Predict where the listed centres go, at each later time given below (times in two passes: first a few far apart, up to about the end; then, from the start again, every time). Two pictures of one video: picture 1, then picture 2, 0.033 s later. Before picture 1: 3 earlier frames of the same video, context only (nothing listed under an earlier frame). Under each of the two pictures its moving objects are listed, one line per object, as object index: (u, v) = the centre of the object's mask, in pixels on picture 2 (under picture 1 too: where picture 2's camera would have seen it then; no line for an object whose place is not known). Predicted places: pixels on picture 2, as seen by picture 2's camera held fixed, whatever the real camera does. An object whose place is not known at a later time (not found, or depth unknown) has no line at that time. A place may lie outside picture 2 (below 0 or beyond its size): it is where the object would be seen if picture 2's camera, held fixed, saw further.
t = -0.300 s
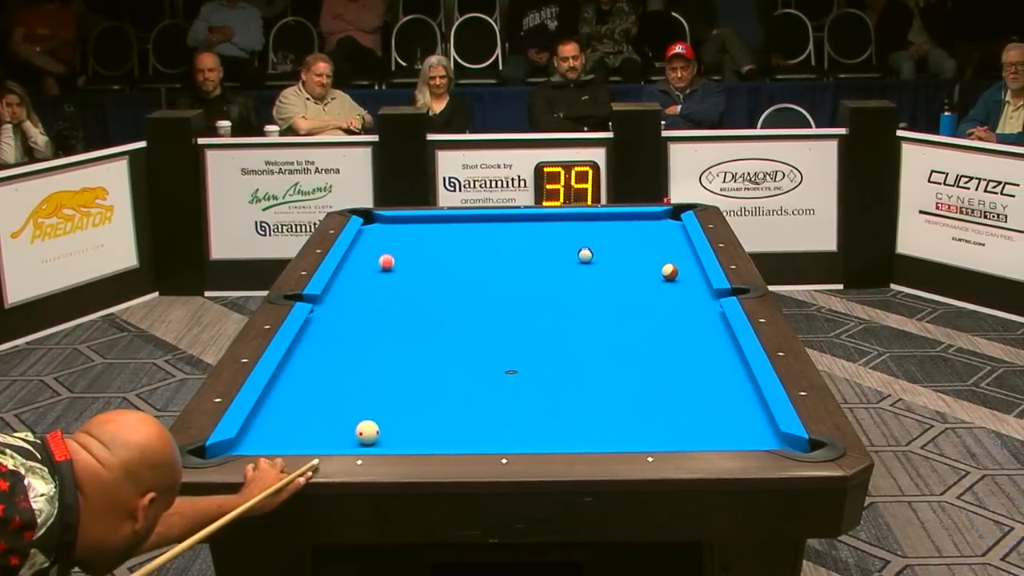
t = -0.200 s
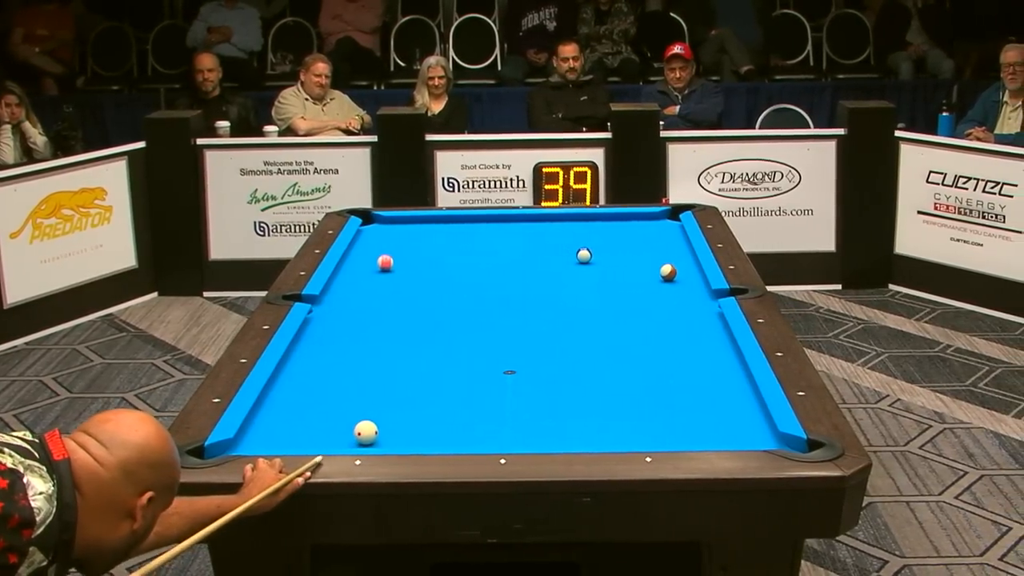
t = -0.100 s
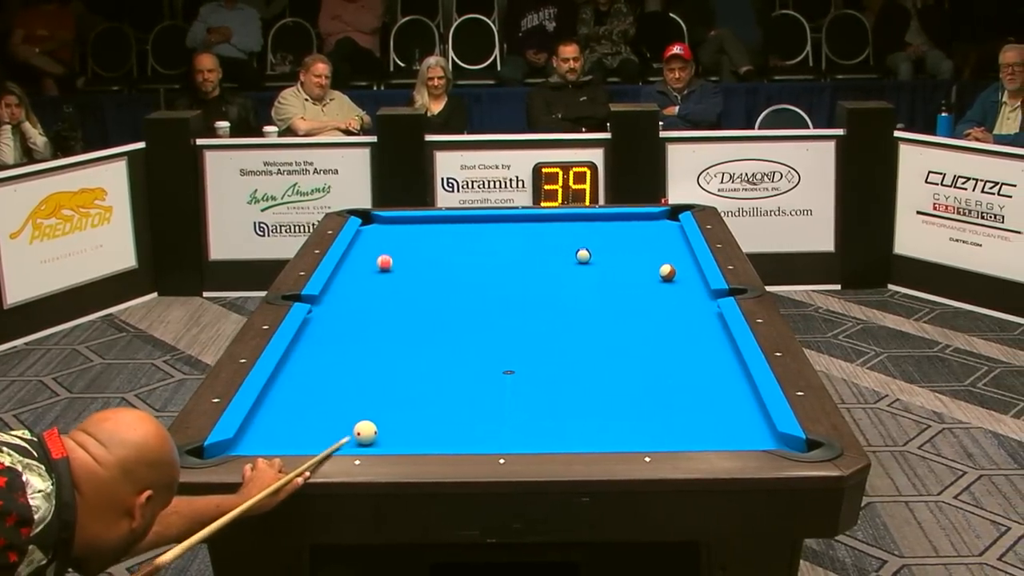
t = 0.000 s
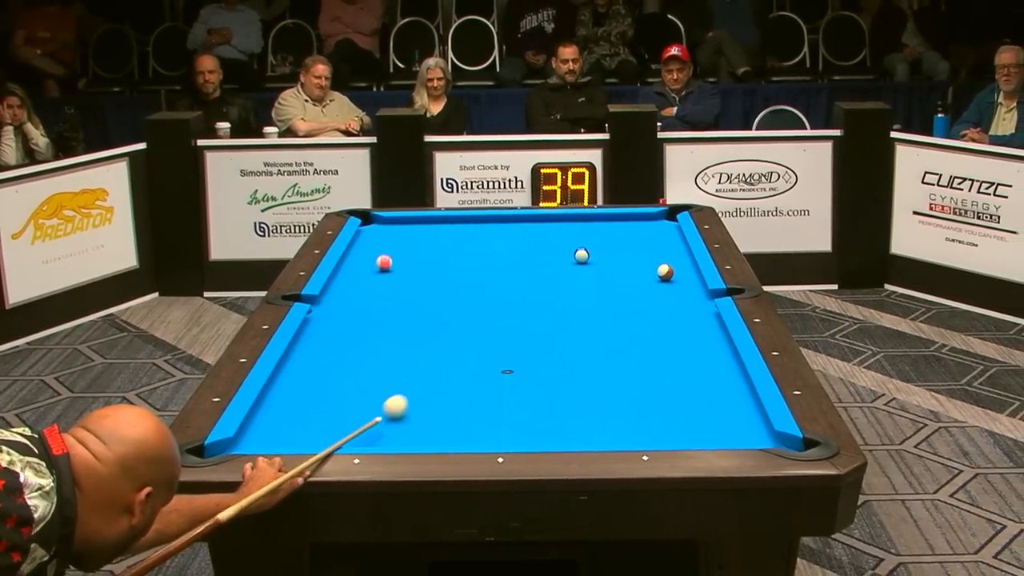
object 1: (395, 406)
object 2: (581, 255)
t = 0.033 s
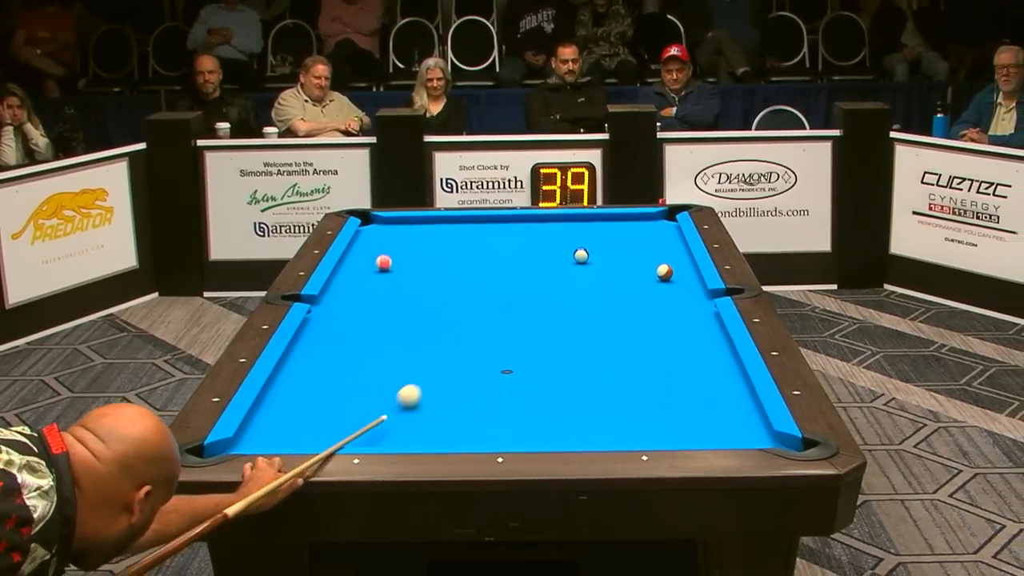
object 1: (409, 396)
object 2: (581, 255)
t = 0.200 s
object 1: (470, 349)
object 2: (581, 256)
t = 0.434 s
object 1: (538, 297)
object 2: (581, 256)
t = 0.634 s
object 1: (583, 261)
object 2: (579, 252)
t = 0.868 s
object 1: (663, 245)
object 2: (548, 238)
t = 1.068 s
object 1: (645, 236)
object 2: (526, 225)
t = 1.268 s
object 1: (611, 229)
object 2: (508, 219)
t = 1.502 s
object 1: (574, 221)
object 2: (496, 226)
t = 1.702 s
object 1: (547, 216)
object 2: (485, 233)
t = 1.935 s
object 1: (519, 221)
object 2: (472, 240)
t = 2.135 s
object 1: (496, 224)
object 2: (461, 247)
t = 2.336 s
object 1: (472, 228)
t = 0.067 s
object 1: (422, 386)
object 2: (581, 256)
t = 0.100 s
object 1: (435, 376)
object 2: (581, 256)
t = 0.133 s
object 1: (447, 366)
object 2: (581, 256)
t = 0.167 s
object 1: (459, 357)
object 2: (581, 256)
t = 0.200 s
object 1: (470, 349)
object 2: (581, 256)
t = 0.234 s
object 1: (481, 340)
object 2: (581, 255)
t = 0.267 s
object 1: (491, 333)
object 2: (581, 256)
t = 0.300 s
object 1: (501, 325)
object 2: (581, 256)
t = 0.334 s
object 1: (511, 317)
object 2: (581, 256)
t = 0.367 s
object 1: (520, 310)
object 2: (580, 256)
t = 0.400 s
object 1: (529, 303)
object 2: (581, 256)
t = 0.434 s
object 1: (538, 297)
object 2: (581, 256)
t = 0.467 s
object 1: (546, 291)
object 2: (580, 256)
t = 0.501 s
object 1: (554, 284)
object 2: (581, 256)
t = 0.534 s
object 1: (562, 278)
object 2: (580, 256)
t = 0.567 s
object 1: (569, 272)
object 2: (580, 256)
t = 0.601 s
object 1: (576, 267)
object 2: (581, 254)
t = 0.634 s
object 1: (583, 261)
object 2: (579, 252)
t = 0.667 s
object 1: (593, 258)
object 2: (577, 254)
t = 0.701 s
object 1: (606, 256)
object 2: (572, 251)
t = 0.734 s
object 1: (618, 254)
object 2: (567, 248)
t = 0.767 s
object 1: (630, 252)
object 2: (562, 245)
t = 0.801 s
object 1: (642, 250)
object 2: (557, 242)
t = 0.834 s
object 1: (653, 247)
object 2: (552, 240)
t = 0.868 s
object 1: (663, 245)
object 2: (548, 238)
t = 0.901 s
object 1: (674, 243)
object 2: (544, 235)
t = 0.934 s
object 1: (676, 241)
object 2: (540, 233)
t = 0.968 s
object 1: (667, 240)
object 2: (537, 231)
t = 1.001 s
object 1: (659, 238)
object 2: (534, 229)
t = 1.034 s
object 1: (652, 237)
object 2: (530, 227)
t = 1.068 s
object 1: (645, 236)
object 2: (526, 225)
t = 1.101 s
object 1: (639, 235)
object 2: (523, 224)
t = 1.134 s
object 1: (633, 234)
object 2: (521, 222)
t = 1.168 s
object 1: (627, 232)
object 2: (516, 220)
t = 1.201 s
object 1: (622, 231)
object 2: (514, 217)
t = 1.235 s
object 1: (616, 230)
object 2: (510, 217)
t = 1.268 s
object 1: (611, 229)
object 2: (508, 219)
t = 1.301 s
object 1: (605, 228)
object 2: (507, 220)
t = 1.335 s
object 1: (600, 227)
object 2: (505, 222)
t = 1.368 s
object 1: (595, 226)
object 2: (503, 223)
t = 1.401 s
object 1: (590, 224)
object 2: (501, 224)
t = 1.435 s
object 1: (585, 223)
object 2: (499, 225)
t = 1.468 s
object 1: (579, 222)
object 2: (497, 226)
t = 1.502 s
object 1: (574, 221)
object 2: (496, 226)
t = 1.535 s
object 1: (569, 220)
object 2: (494, 228)
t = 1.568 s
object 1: (565, 219)
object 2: (492, 229)
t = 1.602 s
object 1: (560, 218)
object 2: (490, 230)
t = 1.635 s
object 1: (555, 217)
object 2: (489, 230)
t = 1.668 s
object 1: (550, 216)
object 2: (487, 232)
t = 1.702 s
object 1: (547, 216)
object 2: (485, 233)
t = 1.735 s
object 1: (542, 217)
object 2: (483, 234)
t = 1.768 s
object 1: (538, 218)
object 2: (481, 235)
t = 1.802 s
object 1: (535, 218)
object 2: (479, 236)
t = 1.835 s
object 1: (531, 219)
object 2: (478, 237)
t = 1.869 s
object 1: (527, 219)
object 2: (476, 238)
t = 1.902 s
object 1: (523, 220)
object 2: (474, 239)
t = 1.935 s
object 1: (519, 221)
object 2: (472, 240)
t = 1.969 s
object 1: (515, 221)
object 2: (471, 241)
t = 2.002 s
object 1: (511, 222)
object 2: (468, 242)
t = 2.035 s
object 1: (507, 223)
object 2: (467, 243)
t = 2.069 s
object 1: (503, 223)
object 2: (465, 245)
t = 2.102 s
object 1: (500, 224)
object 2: (463, 246)
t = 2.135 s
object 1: (496, 224)
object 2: (461, 247)
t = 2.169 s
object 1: (492, 225)
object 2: (459, 248)
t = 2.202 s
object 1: (488, 226)
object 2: (457, 249)
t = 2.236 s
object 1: (484, 226)
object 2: (455, 250)
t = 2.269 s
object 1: (480, 227)
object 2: (454, 251)
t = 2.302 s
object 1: (476, 227)
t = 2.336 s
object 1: (472, 228)
